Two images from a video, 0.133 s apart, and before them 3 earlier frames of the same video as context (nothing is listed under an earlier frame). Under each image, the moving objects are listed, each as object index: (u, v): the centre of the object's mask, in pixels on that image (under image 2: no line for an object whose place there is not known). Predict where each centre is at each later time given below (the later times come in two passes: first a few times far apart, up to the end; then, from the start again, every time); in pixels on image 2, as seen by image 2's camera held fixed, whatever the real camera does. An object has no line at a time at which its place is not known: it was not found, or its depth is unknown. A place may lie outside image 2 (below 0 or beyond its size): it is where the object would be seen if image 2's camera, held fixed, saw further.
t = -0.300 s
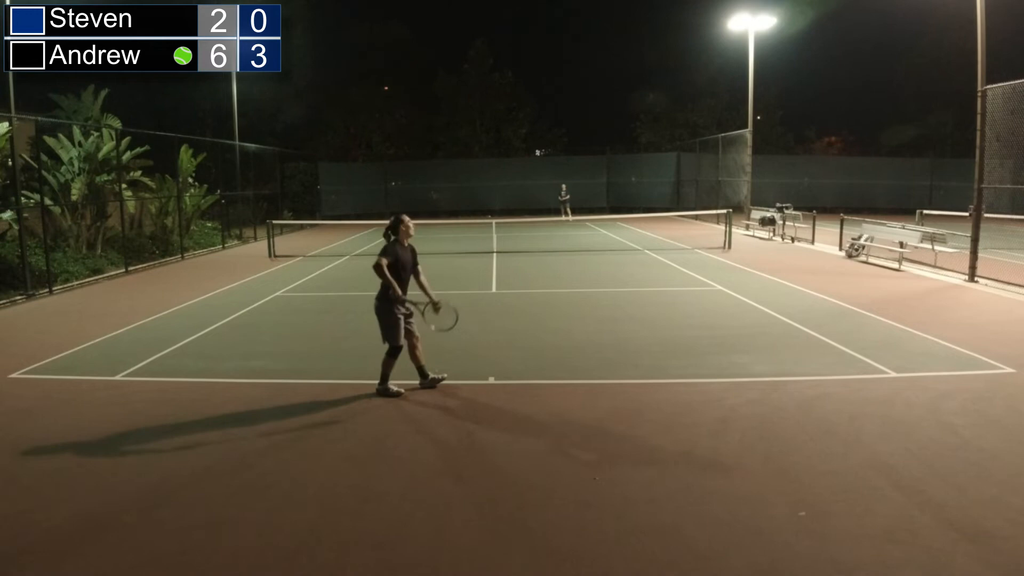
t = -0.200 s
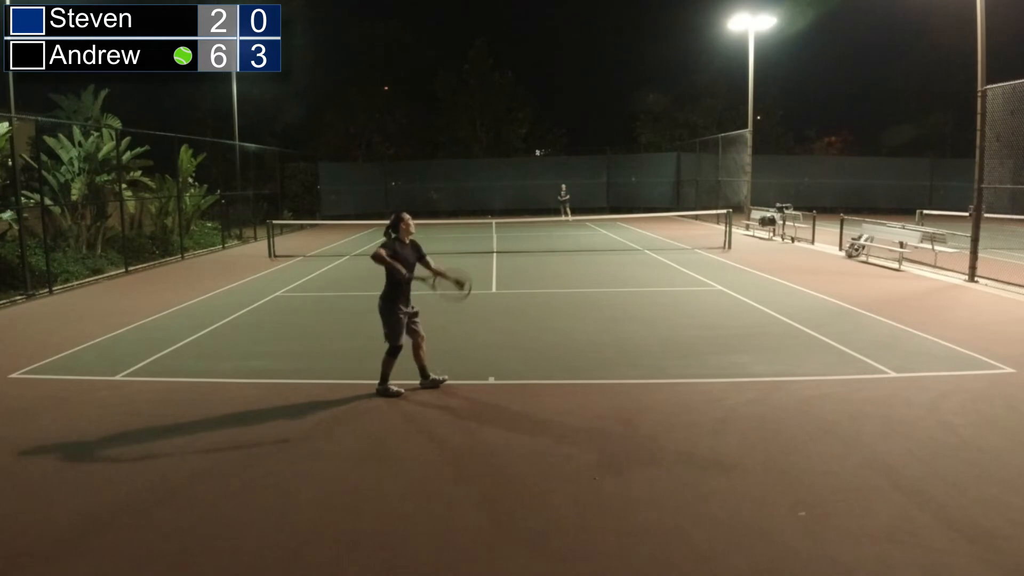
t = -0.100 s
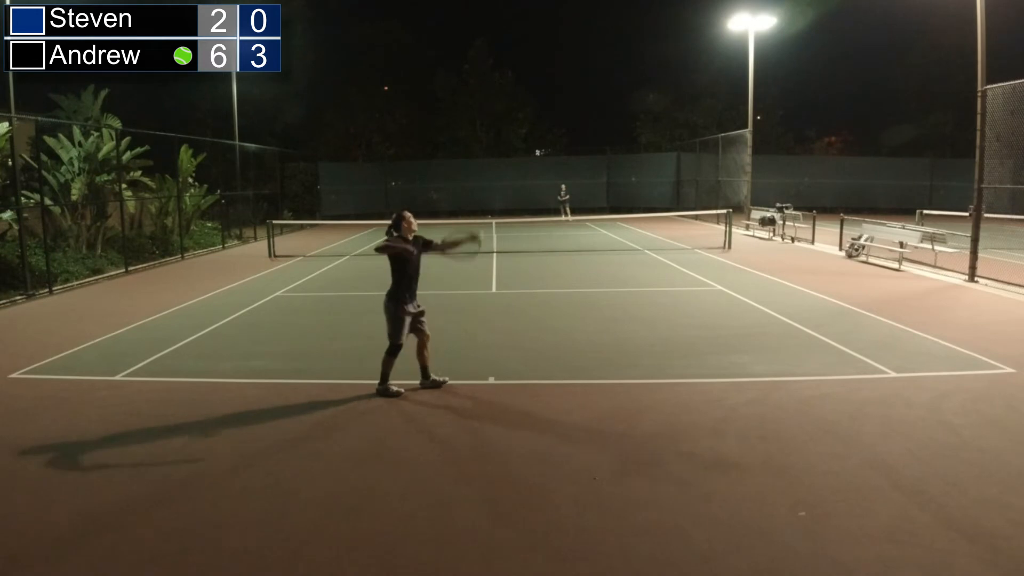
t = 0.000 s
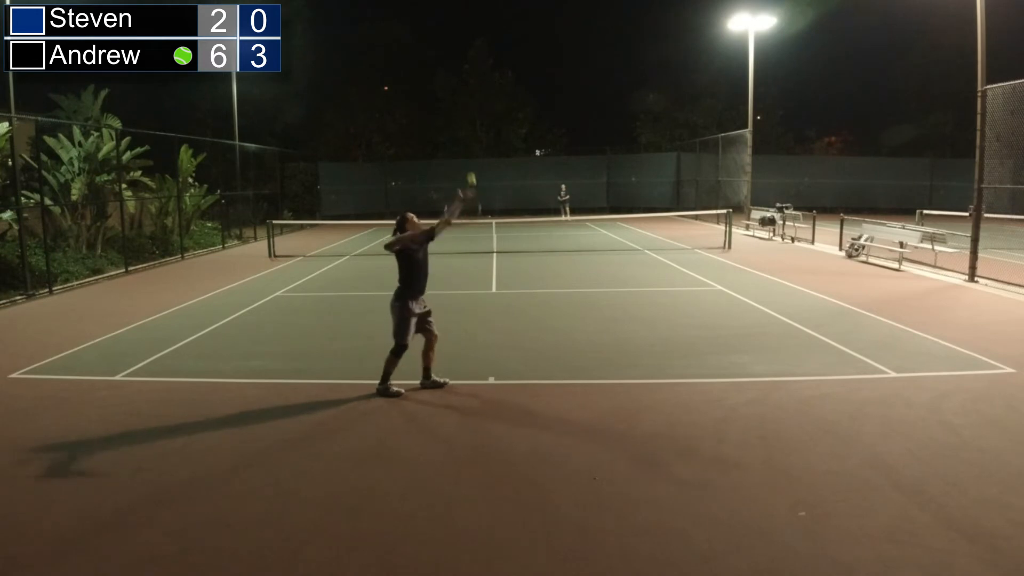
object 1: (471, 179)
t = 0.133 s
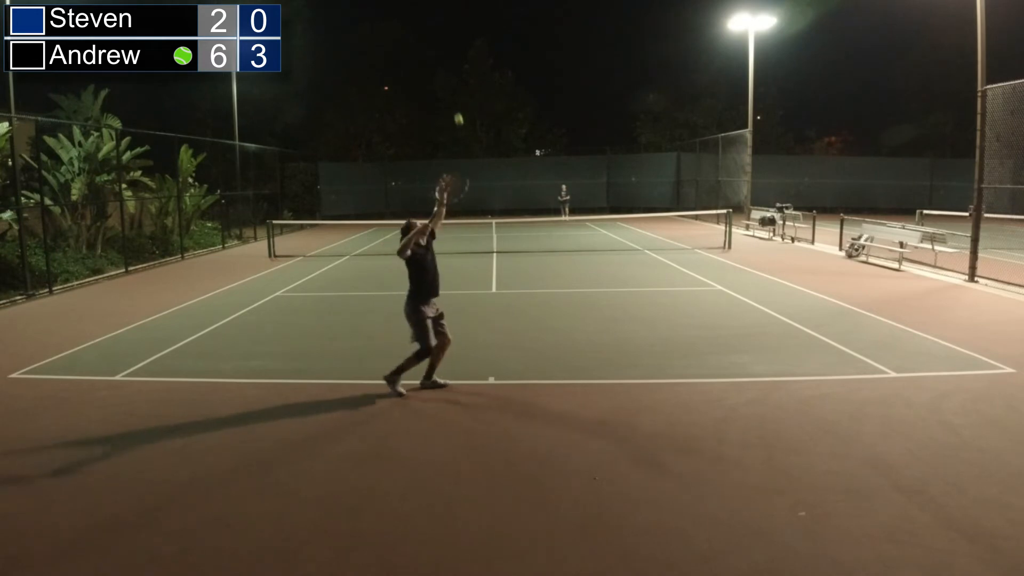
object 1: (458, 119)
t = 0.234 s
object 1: (449, 87)
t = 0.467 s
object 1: (428, 52)
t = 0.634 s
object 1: (415, 61)
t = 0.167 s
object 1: (455, 107)
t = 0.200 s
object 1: (452, 96)
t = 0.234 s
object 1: (449, 87)
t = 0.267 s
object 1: (446, 78)
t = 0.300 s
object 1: (443, 71)
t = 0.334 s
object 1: (440, 65)
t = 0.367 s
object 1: (437, 60)
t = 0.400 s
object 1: (434, 56)
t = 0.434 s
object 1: (431, 54)
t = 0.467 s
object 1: (428, 52)
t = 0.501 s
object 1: (426, 52)
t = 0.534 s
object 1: (423, 53)
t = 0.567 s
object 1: (420, 54)
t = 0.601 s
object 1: (418, 57)
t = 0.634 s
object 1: (415, 61)
